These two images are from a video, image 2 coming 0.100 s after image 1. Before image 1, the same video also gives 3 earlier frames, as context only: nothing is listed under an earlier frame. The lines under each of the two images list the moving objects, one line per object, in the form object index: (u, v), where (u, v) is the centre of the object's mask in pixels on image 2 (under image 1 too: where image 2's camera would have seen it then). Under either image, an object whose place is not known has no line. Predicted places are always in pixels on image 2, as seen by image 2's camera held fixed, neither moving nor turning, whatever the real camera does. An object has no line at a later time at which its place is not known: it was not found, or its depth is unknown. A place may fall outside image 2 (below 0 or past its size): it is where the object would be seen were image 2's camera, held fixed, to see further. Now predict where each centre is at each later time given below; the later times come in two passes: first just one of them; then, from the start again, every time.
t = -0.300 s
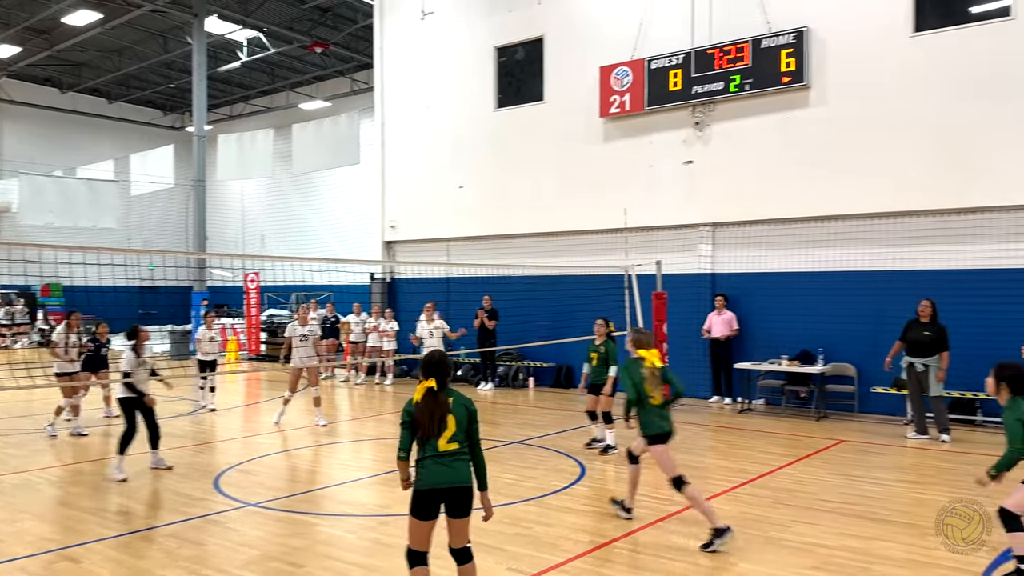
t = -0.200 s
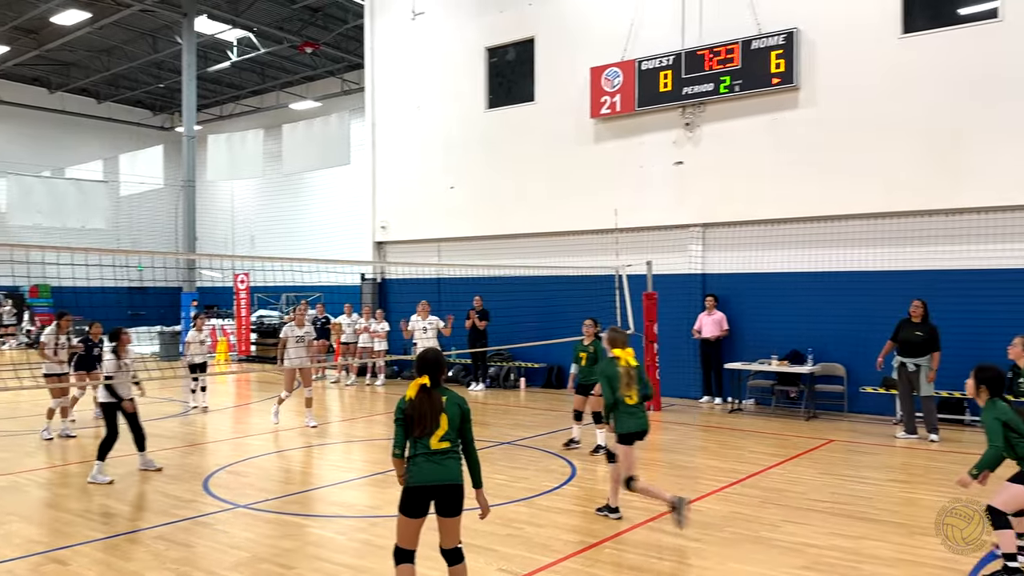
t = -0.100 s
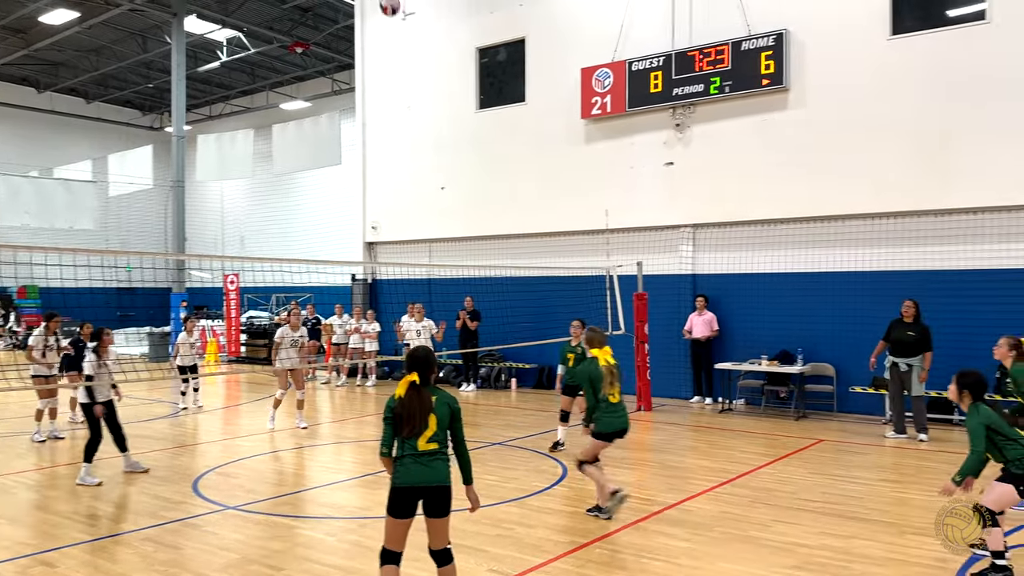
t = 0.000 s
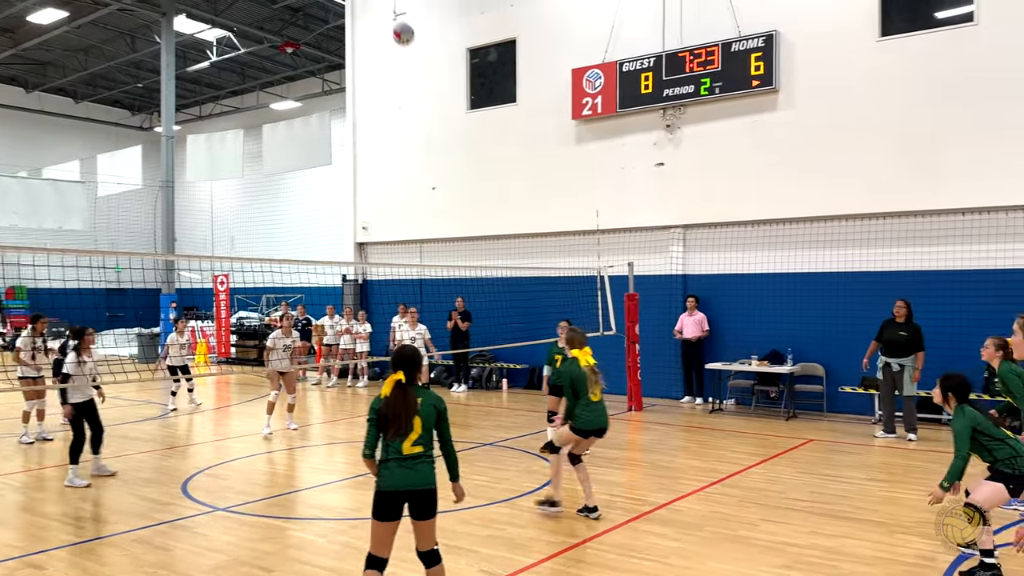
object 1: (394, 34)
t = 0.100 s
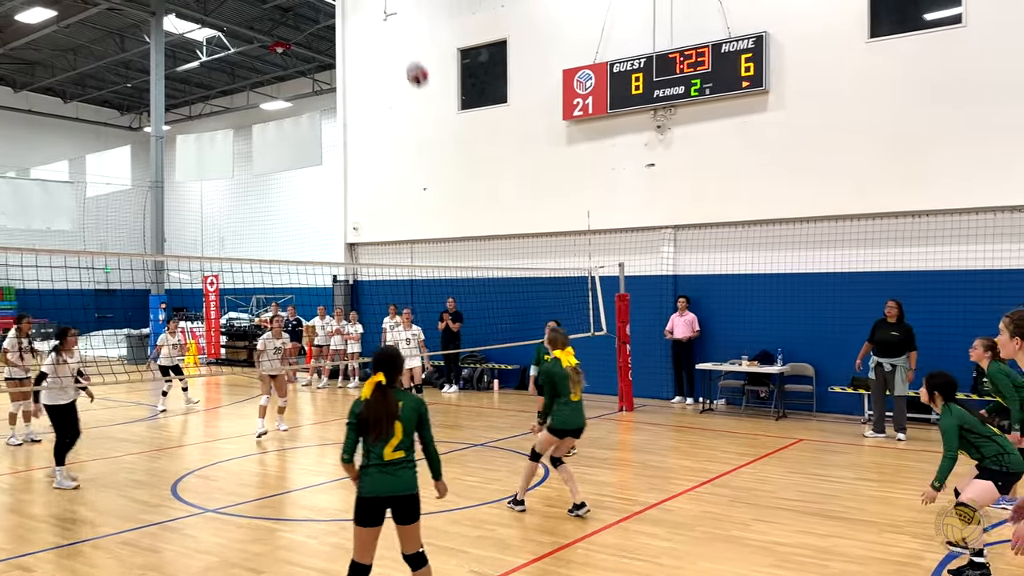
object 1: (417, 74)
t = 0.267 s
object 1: (457, 167)
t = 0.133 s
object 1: (425, 90)
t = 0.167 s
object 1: (433, 108)
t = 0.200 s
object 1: (440, 126)
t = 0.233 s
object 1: (449, 146)
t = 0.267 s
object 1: (457, 167)
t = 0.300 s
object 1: (465, 191)
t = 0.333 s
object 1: (474, 215)
